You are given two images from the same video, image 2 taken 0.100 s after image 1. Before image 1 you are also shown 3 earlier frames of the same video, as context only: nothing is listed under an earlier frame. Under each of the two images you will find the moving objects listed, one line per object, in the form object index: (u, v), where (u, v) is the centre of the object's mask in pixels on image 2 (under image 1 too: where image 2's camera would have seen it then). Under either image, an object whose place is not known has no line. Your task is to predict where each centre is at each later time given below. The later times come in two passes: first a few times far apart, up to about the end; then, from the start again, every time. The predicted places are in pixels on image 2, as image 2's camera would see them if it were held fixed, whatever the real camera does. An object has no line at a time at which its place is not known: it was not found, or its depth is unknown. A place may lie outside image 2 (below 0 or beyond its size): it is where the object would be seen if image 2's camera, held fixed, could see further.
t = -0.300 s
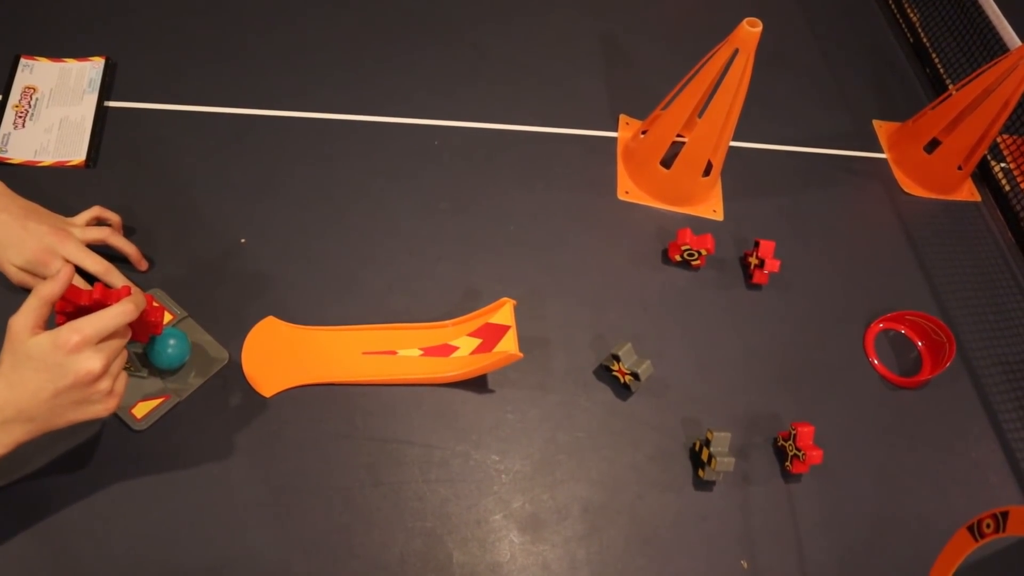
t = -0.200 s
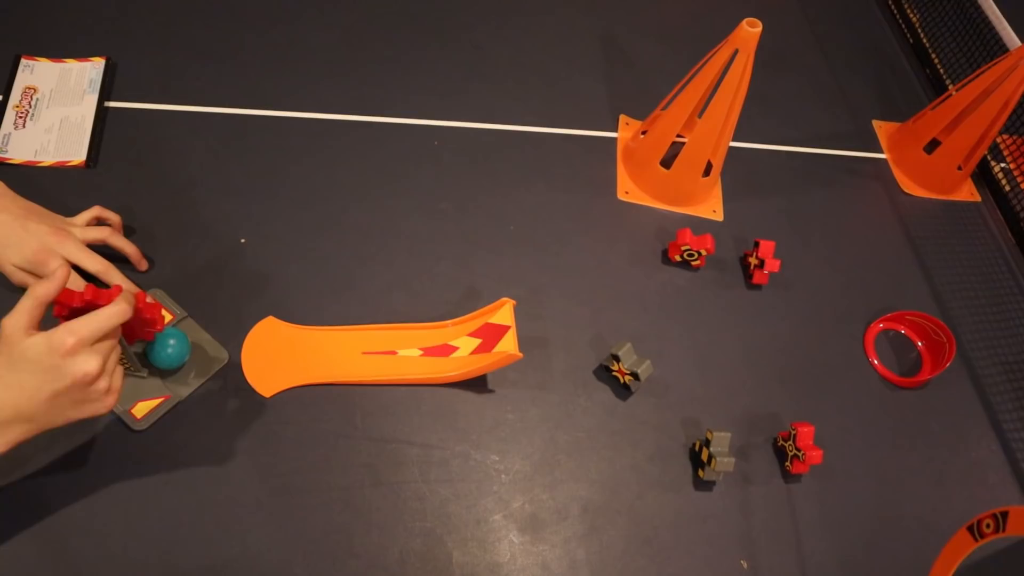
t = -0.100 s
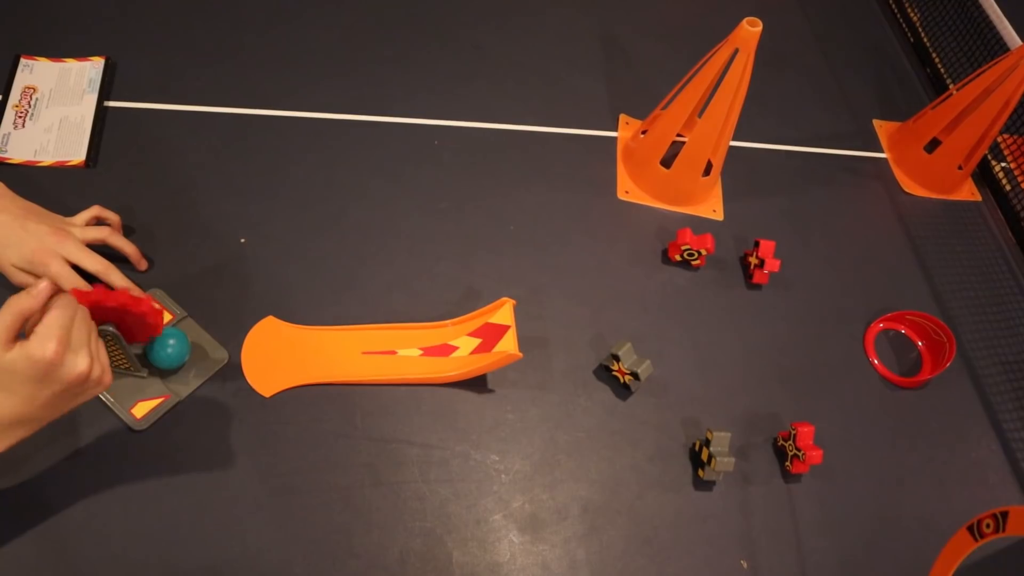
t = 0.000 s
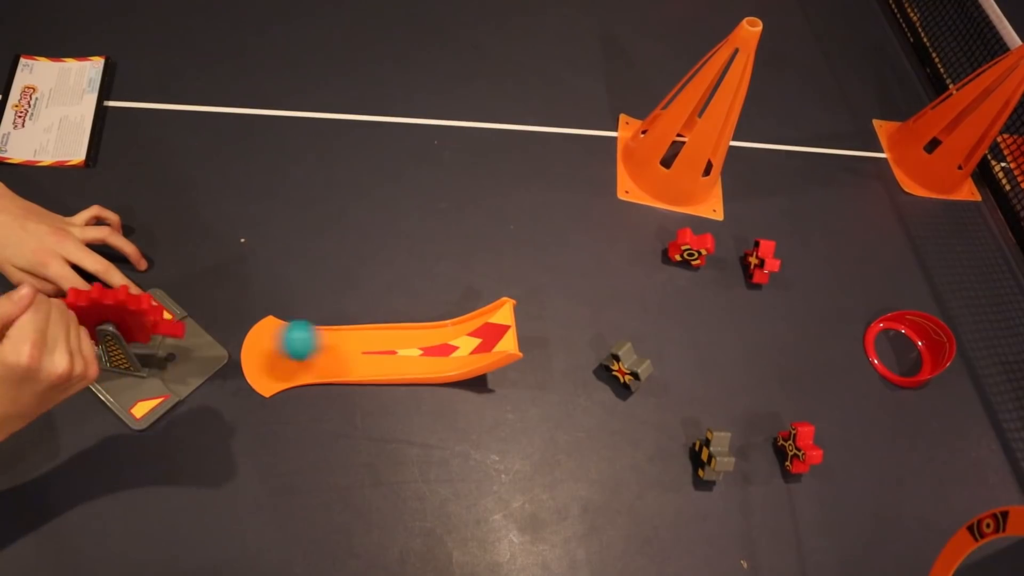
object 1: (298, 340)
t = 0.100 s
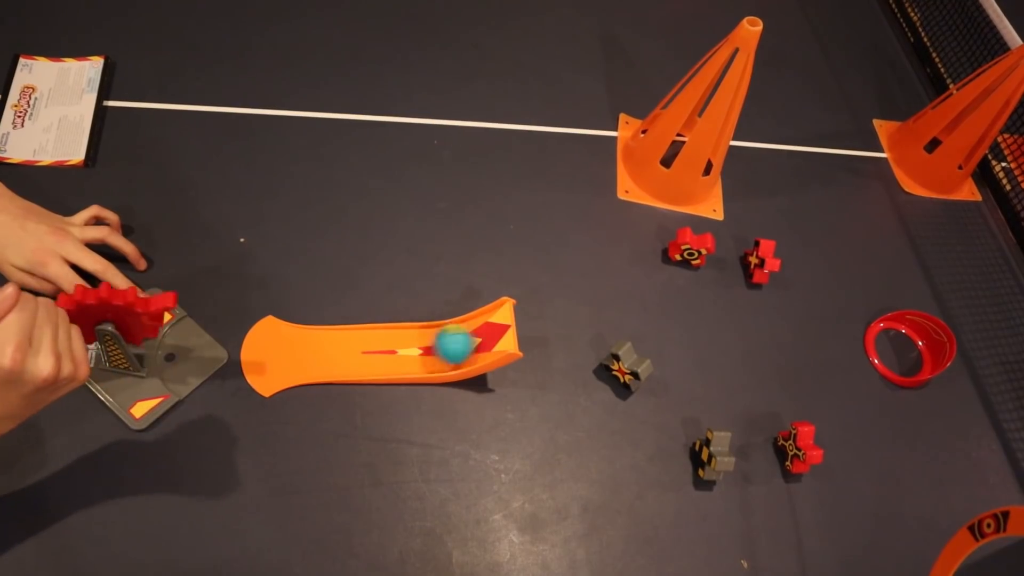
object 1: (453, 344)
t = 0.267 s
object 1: (543, 326)
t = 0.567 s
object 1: (675, 337)
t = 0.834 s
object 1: (783, 287)
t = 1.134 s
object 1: (859, 235)
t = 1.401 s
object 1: (918, 194)
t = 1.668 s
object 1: (986, 206)
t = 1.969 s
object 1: (990, 225)
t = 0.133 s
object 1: (481, 332)
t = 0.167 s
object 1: (502, 323)
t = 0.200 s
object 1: (519, 318)
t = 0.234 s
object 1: (532, 319)
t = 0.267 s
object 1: (543, 326)
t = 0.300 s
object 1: (551, 338)
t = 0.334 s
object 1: (556, 353)
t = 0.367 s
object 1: (582, 340)
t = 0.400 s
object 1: (606, 333)
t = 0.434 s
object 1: (626, 331)
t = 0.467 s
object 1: (643, 335)
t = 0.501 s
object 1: (655, 339)
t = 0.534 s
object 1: (664, 339)
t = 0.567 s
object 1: (675, 337)
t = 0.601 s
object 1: (697, 323)
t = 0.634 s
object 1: (713, 315)
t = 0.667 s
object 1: (726, 311)
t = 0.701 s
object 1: (733, 312)
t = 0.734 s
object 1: (743, 309)
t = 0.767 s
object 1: (762, 297)
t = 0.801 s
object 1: (775, 289)
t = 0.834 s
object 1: (783, 287)
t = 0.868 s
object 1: (787, 289)
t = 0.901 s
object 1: (803, 275)
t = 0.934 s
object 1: (814, 267)
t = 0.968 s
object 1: (819, 264)
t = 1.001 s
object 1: (824, 261)
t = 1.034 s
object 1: (838, 250)
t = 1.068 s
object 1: (846, 244)
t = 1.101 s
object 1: (849, 243)
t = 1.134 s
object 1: (859, 235)
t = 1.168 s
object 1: (868, 228)
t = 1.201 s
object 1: (872, 227)
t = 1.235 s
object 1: (883, 219)
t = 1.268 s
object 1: (890, 214)
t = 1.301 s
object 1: (895, 211)
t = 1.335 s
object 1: (904, 204)
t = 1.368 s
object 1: (908, 202)
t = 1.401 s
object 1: (918, 194)
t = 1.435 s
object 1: (922, 193)
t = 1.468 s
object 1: (932, 192)
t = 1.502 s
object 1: (943, 193)
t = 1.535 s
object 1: (950, 196)
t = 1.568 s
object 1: (959, 198)
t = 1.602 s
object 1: (968, 201)
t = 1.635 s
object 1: (977, 203)
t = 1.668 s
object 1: (986, 206)
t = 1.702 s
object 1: (993, 208)
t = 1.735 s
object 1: (995, 210)
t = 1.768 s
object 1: (996, 212)
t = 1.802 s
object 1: (997, 214)
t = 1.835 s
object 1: (995, 217)
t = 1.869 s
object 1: (994, 219)
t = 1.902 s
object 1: (993, 221)
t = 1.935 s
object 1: (991, 223)
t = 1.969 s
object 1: (990, 225)
